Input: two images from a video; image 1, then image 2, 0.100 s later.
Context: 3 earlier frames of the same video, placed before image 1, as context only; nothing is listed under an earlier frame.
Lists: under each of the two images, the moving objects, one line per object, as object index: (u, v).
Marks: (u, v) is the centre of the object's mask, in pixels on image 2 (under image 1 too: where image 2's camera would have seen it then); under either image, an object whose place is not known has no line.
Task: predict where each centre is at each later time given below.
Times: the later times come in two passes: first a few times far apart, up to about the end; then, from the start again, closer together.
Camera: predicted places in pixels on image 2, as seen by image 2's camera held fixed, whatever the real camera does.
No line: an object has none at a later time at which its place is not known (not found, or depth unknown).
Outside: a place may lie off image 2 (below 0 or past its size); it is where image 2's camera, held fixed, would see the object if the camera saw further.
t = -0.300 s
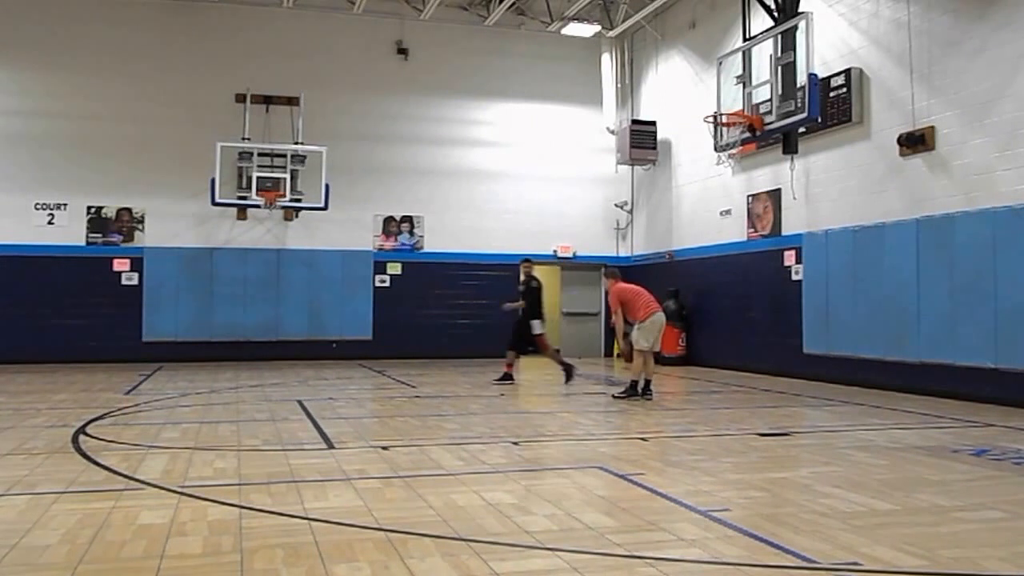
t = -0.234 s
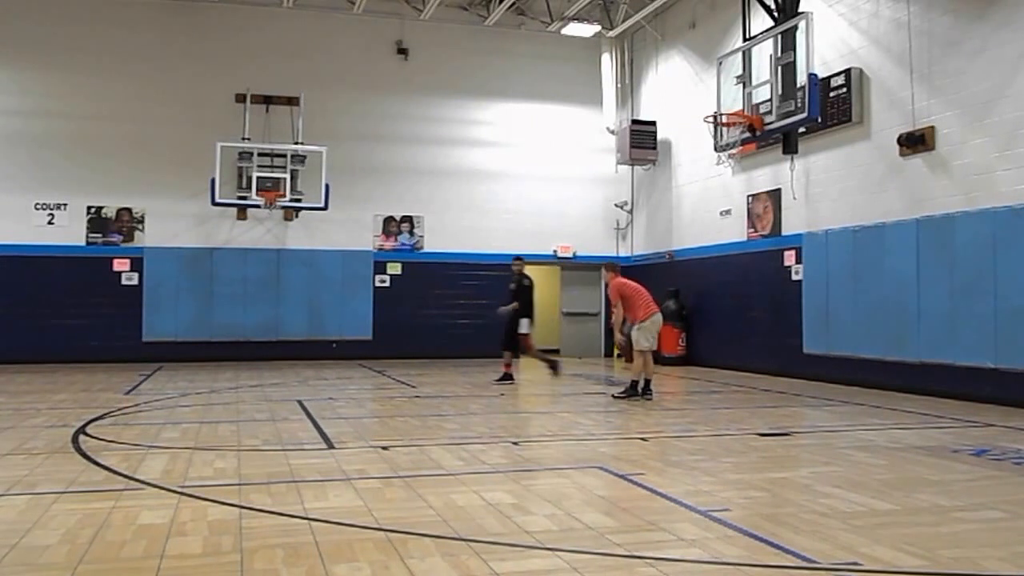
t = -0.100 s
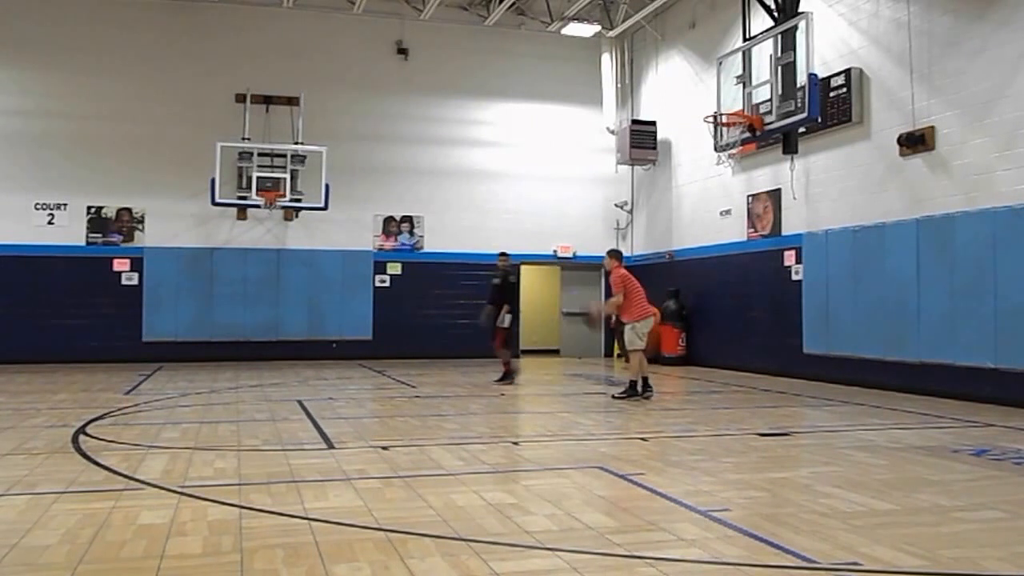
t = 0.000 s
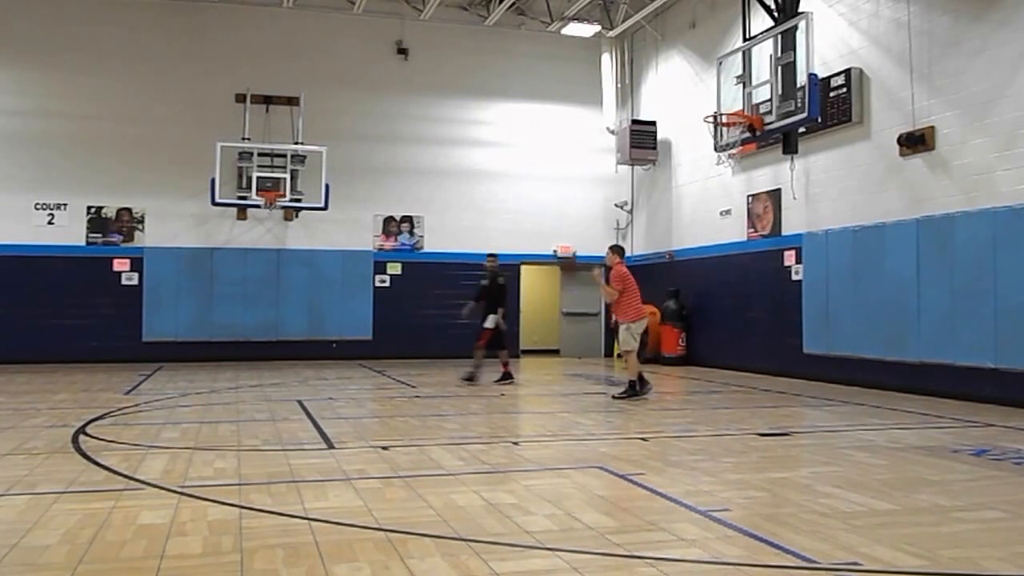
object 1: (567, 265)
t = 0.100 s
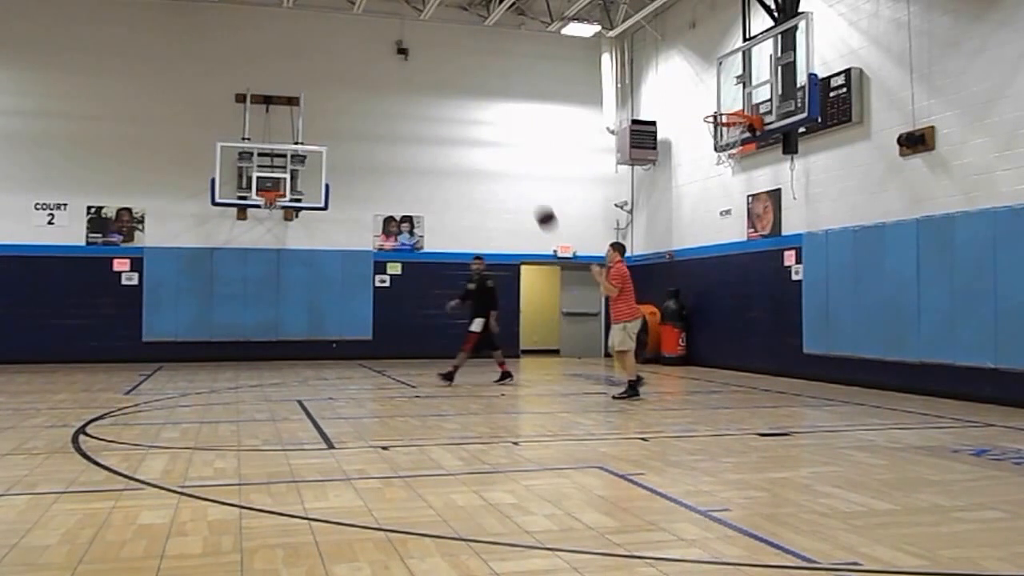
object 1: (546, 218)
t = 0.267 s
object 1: (510, 162)
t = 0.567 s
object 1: (451, 119)
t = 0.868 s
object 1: (392, 147)
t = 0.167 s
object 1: (532, 192)
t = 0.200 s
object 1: (524, 181)
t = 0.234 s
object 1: (517, 171)
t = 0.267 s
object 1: (510, 162)
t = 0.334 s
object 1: (497, 144)
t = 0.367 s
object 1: (490, 139)
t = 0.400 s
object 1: (483, 133)
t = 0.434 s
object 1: (477, 129)
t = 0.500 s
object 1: (463, 122)
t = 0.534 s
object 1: (457, 120)
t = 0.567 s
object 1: (451, 119)
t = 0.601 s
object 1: (444, 119)
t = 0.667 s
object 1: (431, 120)
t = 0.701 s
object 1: (424, 123)
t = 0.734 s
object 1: (418, 126)
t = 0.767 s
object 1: (411, 130)
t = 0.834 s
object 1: (399, 141)
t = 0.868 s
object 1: (392, 147)
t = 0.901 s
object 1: (386, 155)
